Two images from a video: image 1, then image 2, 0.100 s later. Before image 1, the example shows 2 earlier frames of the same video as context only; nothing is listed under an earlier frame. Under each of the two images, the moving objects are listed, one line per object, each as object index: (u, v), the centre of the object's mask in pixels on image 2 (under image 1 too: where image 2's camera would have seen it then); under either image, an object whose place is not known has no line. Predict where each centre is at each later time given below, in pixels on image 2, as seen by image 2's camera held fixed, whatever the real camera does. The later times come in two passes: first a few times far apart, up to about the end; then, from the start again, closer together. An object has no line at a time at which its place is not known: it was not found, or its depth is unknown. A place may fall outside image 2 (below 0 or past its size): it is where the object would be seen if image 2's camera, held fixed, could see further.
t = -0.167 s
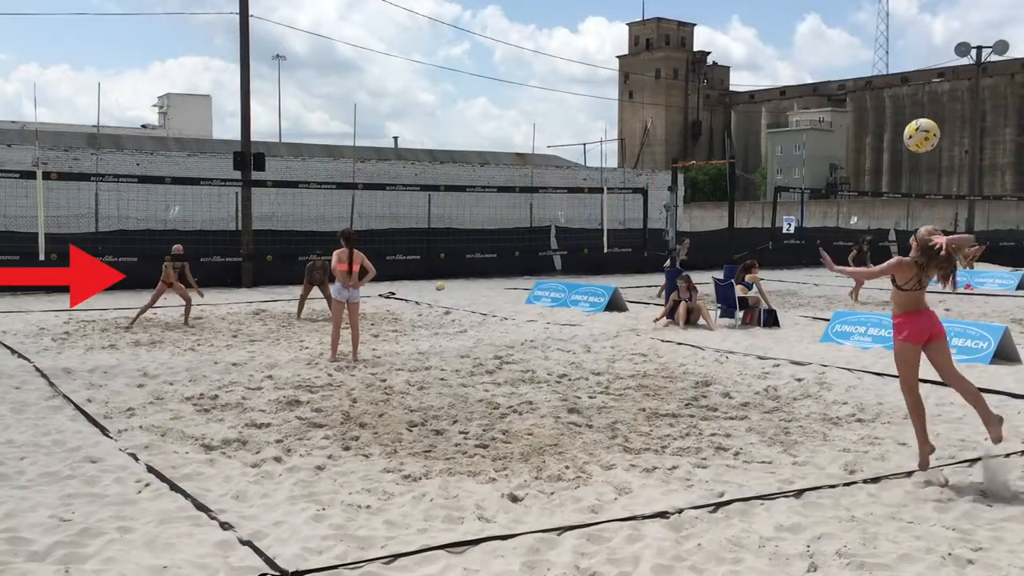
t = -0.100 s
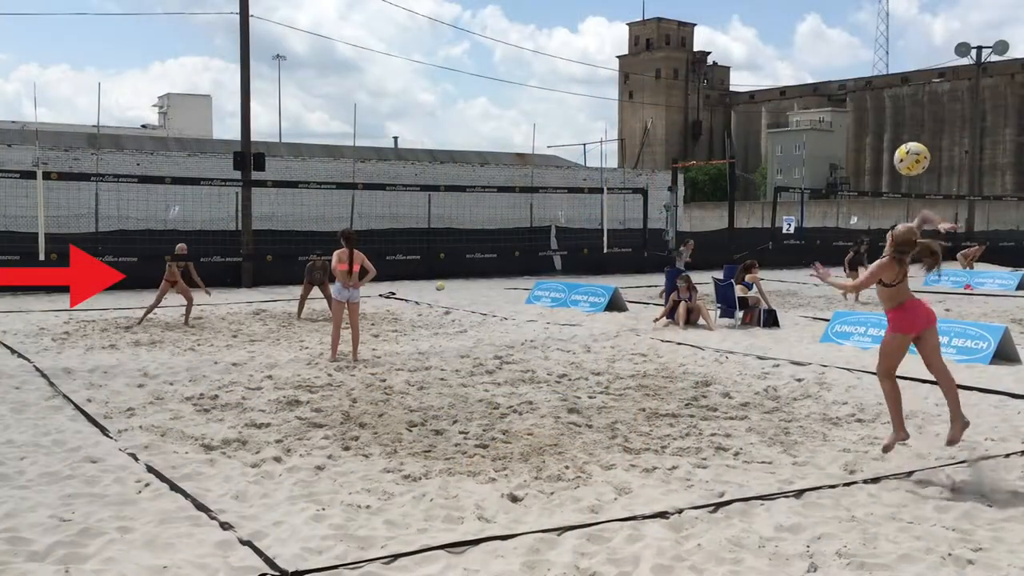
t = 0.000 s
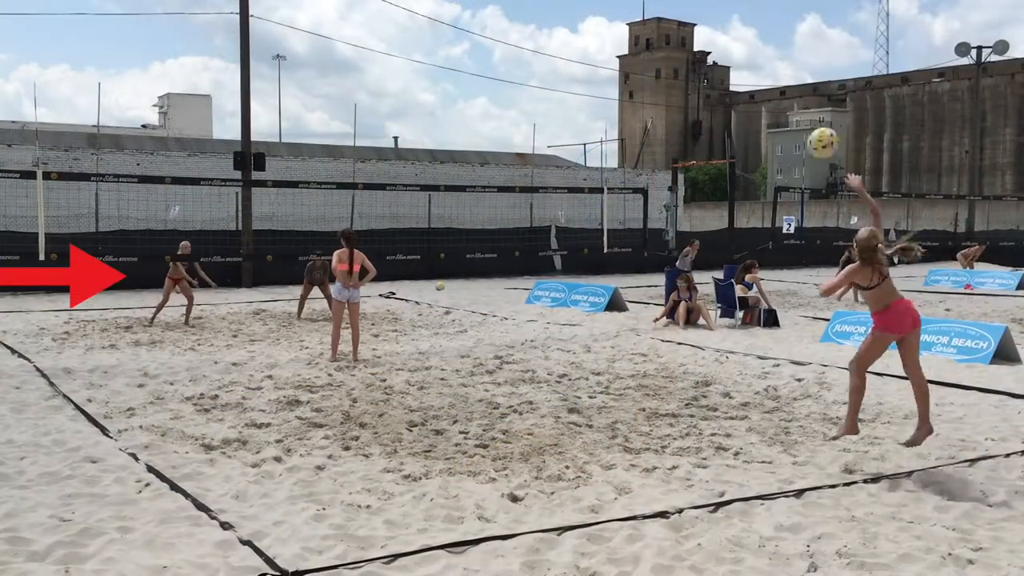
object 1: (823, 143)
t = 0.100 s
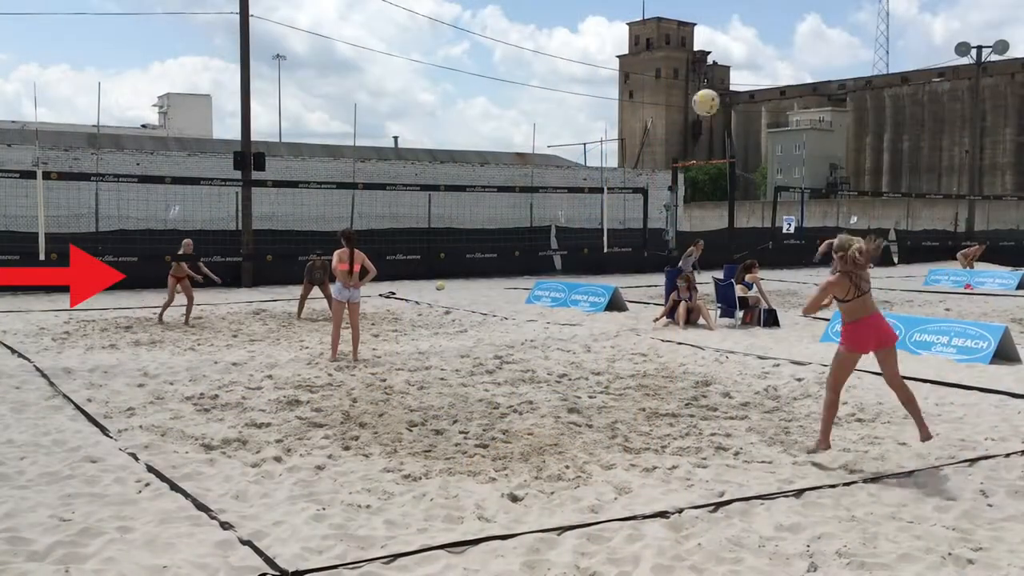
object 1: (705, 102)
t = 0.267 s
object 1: (562, 74)
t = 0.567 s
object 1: (392, 98)
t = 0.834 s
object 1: (294, 159)
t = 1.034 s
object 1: (240, 222)
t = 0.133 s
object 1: (672, 93)
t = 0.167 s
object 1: (641, 87)
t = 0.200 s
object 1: (613, 81)
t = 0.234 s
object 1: (586, 77)
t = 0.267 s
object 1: (562, 74)
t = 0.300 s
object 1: (538, 74)
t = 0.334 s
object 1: (517, 74)
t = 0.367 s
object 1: (496, 75)
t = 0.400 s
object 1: (476, 77)
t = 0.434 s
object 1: (458, 80)
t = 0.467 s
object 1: (440, 84)
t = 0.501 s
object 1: (423, 89)
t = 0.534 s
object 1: (407, 93)
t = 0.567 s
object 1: (392, 98)
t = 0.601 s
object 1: (378, 104)
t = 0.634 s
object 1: (364, 111)
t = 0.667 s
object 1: (352, 118)
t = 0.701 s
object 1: (339, 126)
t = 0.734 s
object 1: (327, 134)
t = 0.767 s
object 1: (316, 142)
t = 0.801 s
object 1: (305, 151)
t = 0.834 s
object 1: (294, 159)
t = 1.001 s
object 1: (249, 211)
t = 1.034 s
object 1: (240, 222)
